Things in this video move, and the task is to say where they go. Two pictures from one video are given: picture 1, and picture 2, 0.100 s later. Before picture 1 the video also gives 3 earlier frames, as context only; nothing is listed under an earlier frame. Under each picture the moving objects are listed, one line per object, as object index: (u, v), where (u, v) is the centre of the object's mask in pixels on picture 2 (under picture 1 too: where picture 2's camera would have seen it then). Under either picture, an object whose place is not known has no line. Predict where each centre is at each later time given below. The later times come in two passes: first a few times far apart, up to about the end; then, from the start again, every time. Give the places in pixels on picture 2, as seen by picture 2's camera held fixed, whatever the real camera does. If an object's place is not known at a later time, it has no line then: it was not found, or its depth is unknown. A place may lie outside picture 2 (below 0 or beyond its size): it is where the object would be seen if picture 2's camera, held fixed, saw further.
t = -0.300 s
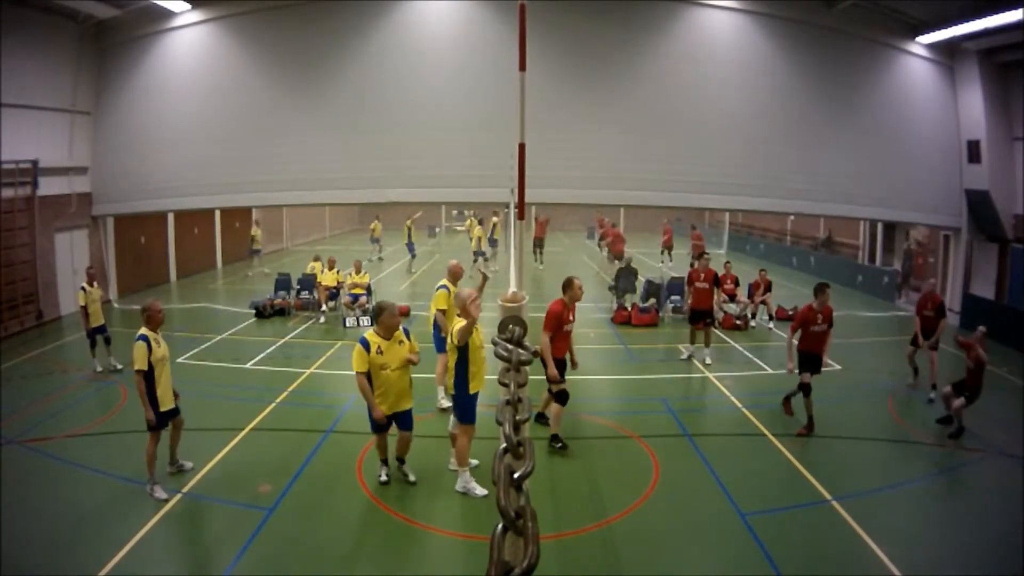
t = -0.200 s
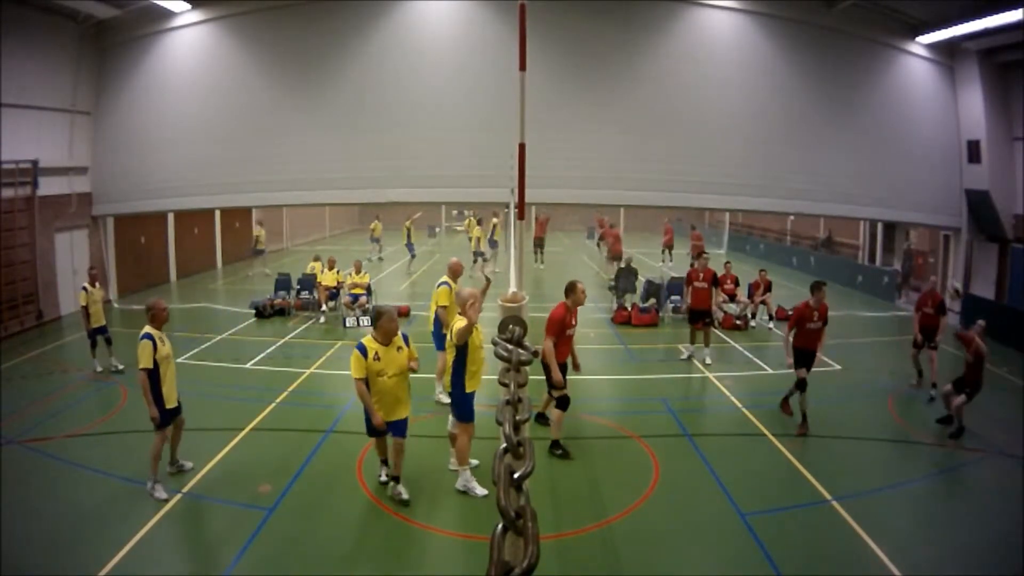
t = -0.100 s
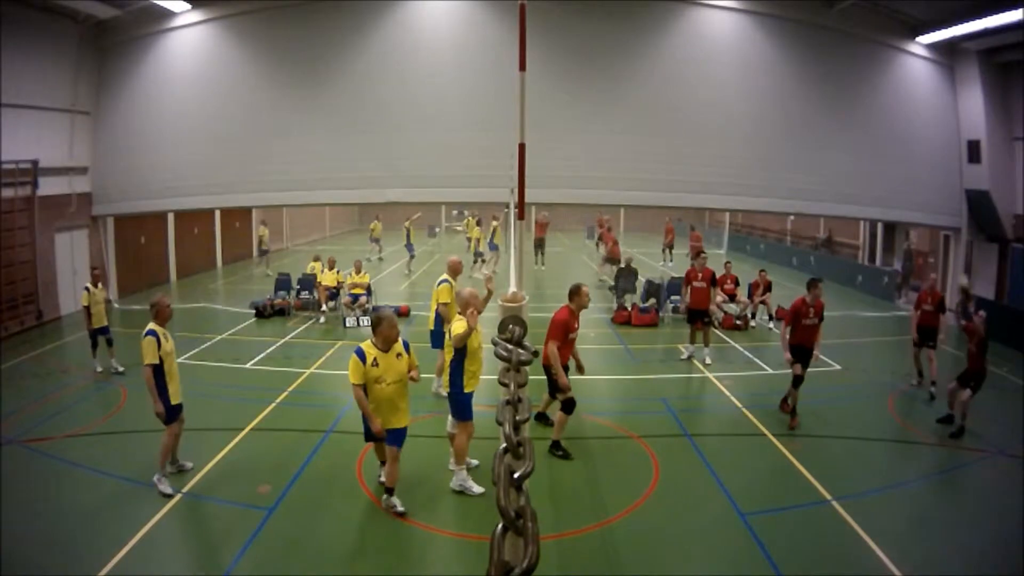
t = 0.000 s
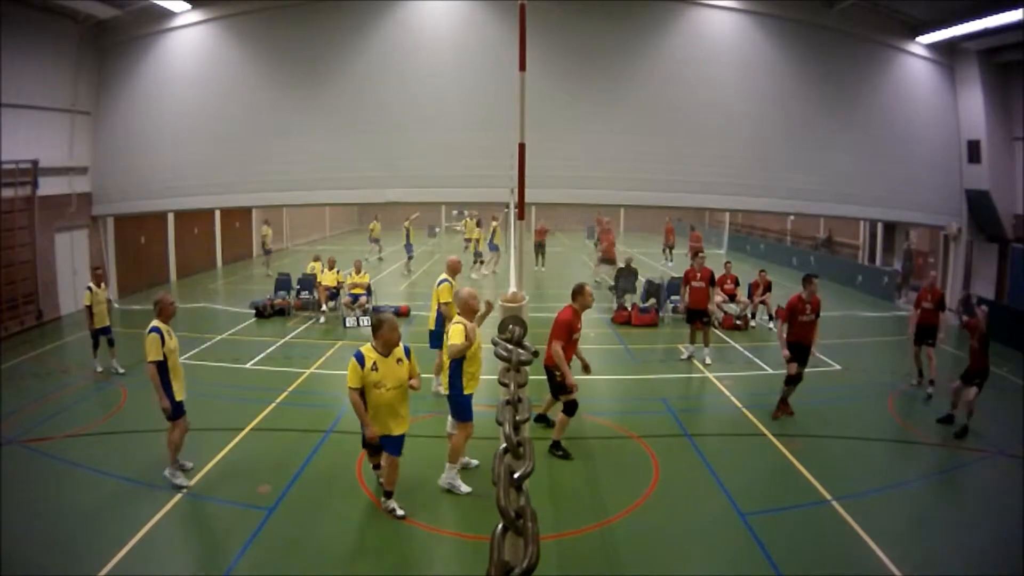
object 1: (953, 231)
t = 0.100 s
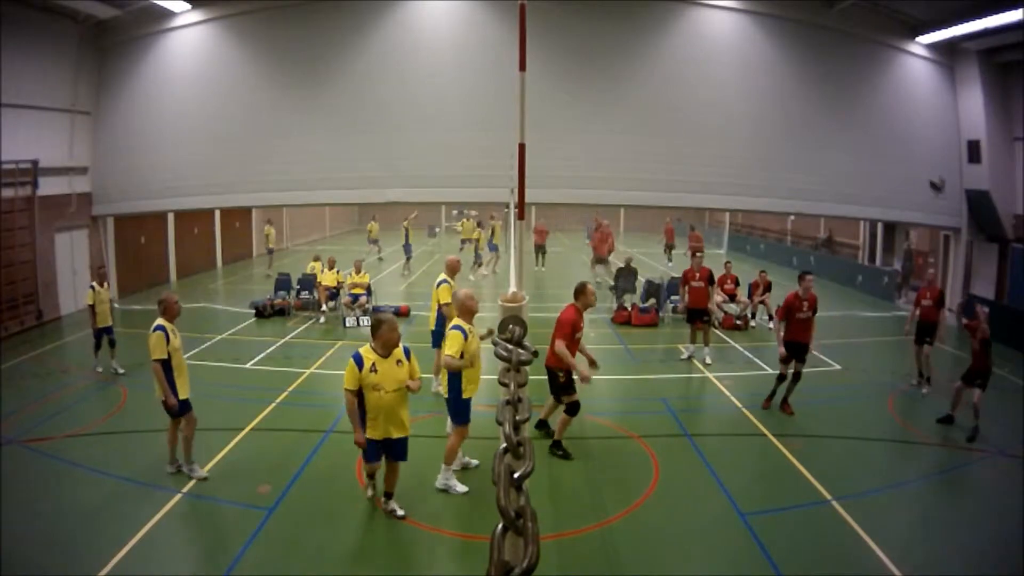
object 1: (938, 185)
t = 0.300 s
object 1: (899, 111)
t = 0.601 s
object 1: (831, 64)
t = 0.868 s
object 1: (761, 106)
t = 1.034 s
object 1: (707, 186)
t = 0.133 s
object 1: (931, 170)
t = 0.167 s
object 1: (925, 156)
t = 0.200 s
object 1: (919, 144)
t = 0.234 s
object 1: (912, 131)
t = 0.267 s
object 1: (905, 120)
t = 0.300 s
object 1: (899, 111)
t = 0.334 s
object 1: (892, 102)
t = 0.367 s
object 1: (884, 93)
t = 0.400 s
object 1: (878, 85)
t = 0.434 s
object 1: (869, 78)
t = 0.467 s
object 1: (863, 72)
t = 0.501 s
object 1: (855, 68)
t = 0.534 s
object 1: (847, 65)
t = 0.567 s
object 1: (838, 64)
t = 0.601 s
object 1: (831, 64)
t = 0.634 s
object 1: (822, 63)
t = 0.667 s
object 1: (814, 65)
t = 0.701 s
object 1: (806, 69)
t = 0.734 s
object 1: (798, 73)
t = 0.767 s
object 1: (788, 79)
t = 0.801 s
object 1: (779, 86)
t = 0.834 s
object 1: (771, 96)
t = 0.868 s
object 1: (761, 106)
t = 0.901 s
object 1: (752, 118)
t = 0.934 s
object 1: (742, 132)
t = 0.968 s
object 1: (730, 148)
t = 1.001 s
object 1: (718, 167)
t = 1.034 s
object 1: (707, 186)
